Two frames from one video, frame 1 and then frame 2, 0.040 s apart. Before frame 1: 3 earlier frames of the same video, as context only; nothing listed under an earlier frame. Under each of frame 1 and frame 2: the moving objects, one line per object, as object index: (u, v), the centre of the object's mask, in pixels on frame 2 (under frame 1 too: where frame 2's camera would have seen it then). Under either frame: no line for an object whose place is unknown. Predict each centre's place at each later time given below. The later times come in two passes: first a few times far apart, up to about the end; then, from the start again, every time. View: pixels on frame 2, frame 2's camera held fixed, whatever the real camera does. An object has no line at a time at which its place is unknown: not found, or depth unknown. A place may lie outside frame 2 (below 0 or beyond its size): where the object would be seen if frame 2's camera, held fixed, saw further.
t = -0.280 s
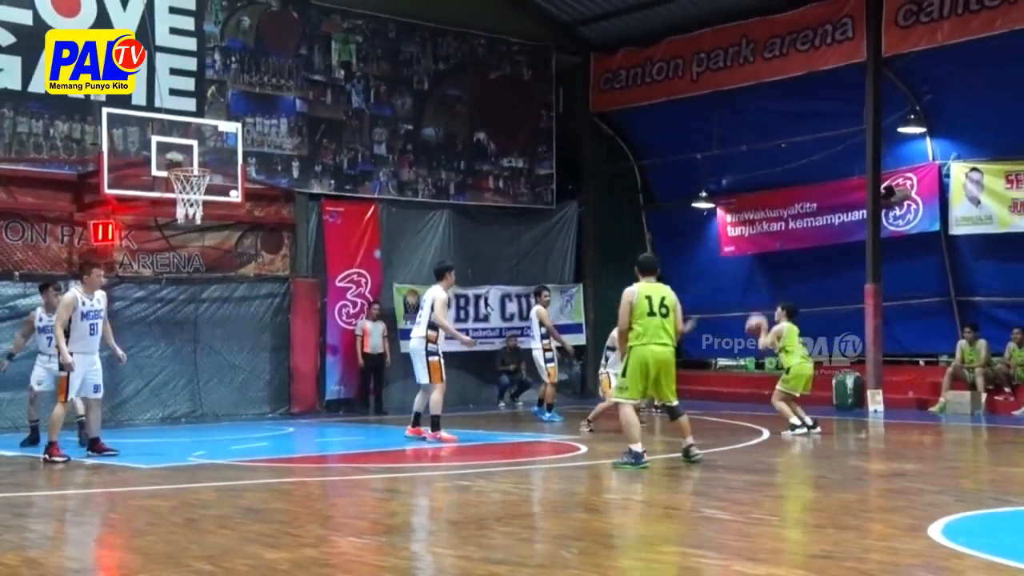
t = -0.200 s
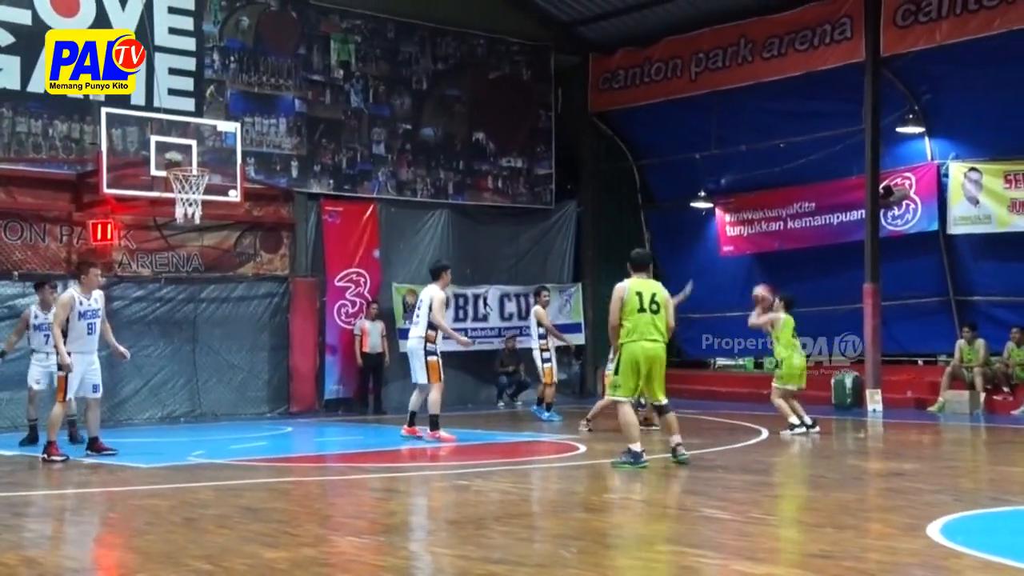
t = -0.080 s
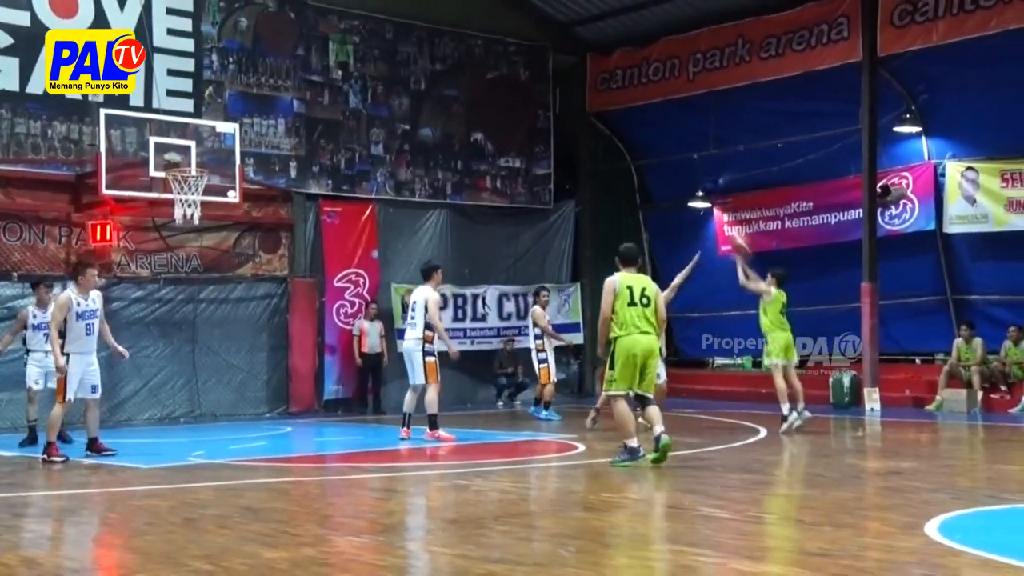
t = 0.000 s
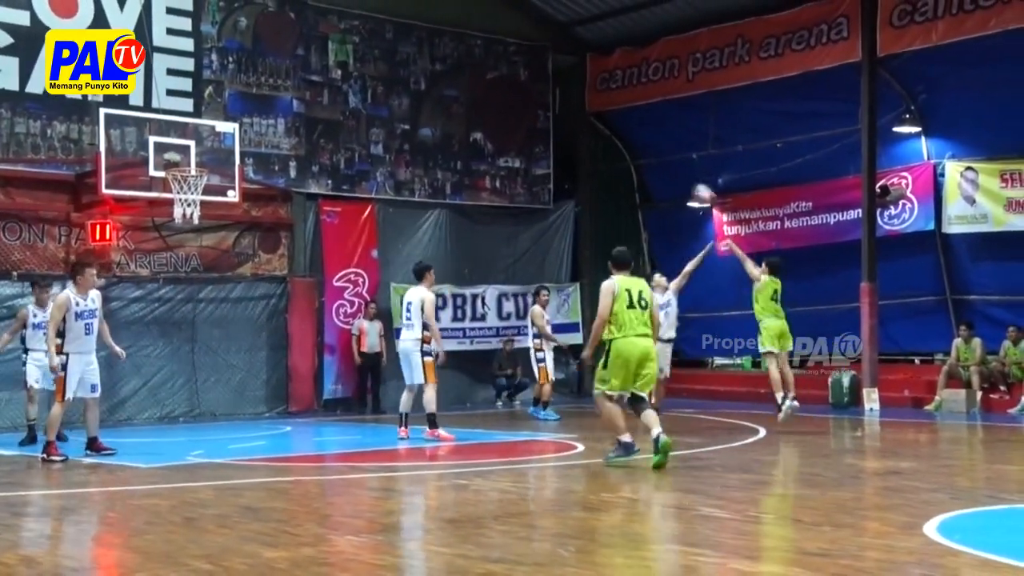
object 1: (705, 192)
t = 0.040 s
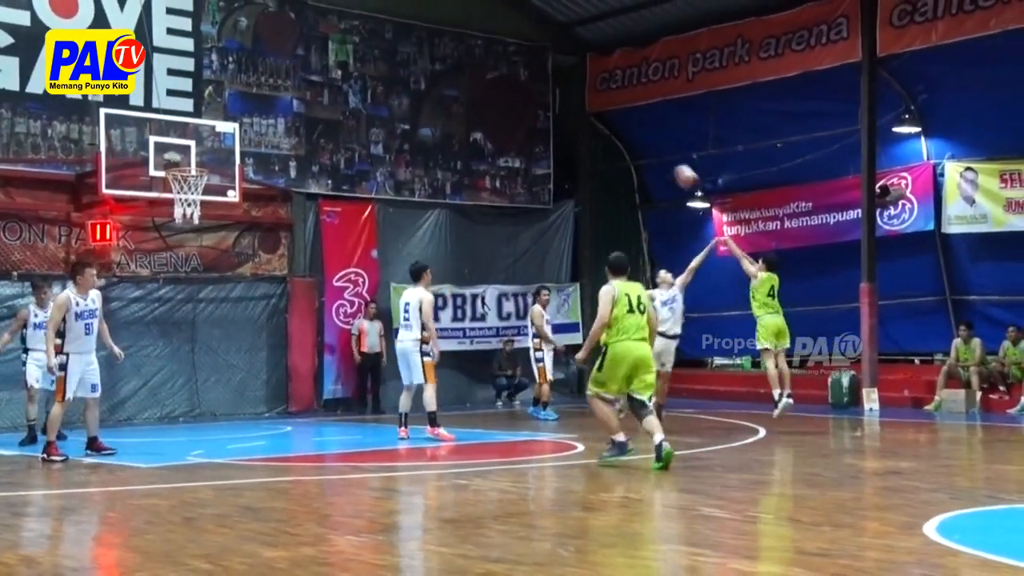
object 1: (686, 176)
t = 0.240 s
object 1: (601, 98)
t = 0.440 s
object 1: (513, 54)
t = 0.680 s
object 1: (416, 45)
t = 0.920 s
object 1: (321, 85)
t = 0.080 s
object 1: (668, 158)
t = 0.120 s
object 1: (652, 140)
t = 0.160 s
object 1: (637, 125)
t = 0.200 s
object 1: (619, 109)
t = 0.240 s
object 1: (601, 98)
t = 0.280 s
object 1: (580, 86)
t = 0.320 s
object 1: (563, 77)
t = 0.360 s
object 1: (546, 67)
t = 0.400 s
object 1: (530, 60)
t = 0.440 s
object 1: (513, 54)
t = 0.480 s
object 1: (496, 50)
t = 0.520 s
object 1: (479, 46)
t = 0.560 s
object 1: (463, 44)
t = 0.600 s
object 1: (448, 43)
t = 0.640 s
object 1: (431, 42)
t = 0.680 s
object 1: (416, 45)
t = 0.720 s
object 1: (399, 48)
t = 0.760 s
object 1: (383, 53)
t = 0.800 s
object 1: (368, 60)
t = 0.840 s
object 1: (352, 67)
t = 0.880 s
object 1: (336, 76)
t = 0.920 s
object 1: (321, 85)
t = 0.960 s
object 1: (306, 96)
